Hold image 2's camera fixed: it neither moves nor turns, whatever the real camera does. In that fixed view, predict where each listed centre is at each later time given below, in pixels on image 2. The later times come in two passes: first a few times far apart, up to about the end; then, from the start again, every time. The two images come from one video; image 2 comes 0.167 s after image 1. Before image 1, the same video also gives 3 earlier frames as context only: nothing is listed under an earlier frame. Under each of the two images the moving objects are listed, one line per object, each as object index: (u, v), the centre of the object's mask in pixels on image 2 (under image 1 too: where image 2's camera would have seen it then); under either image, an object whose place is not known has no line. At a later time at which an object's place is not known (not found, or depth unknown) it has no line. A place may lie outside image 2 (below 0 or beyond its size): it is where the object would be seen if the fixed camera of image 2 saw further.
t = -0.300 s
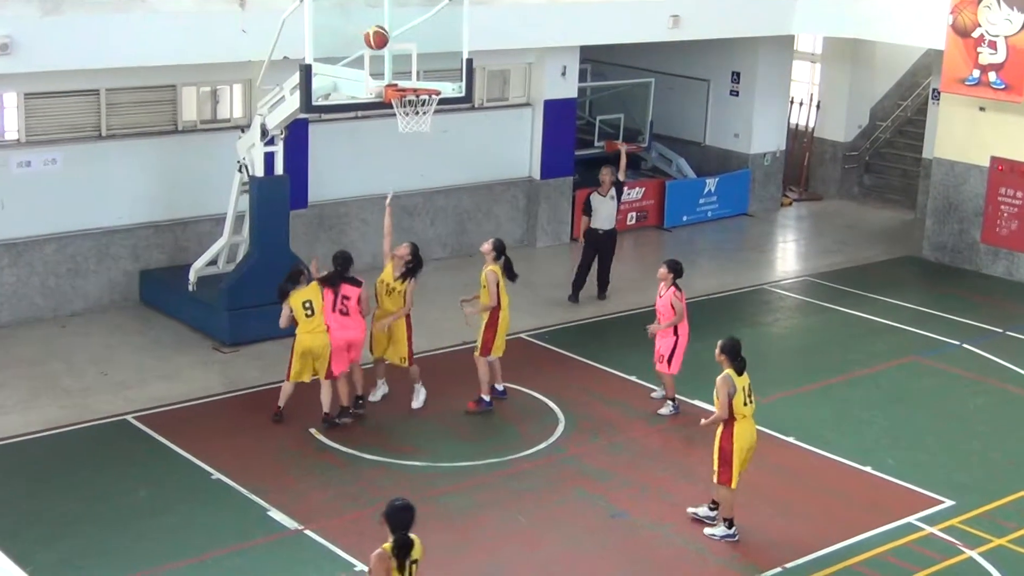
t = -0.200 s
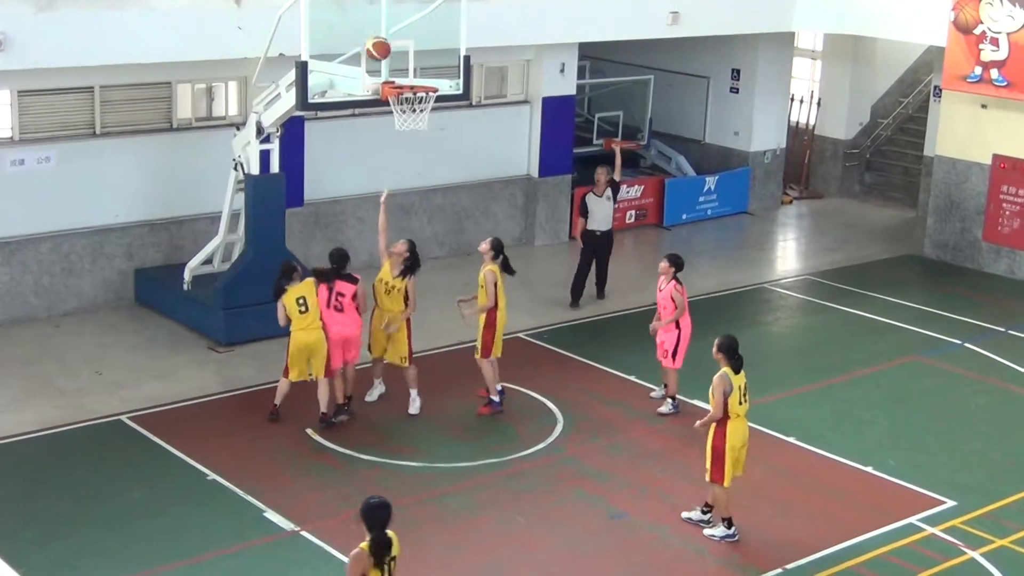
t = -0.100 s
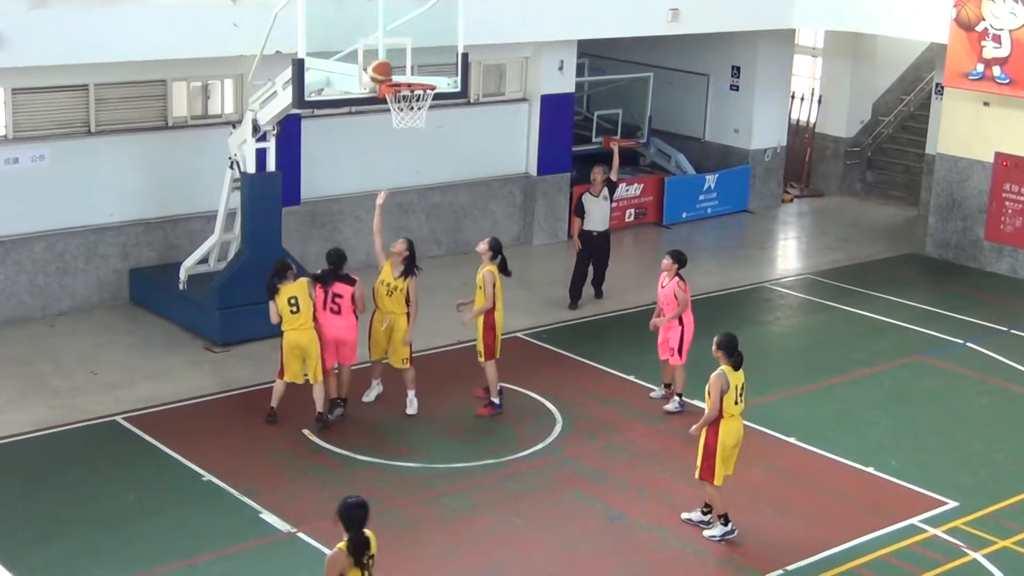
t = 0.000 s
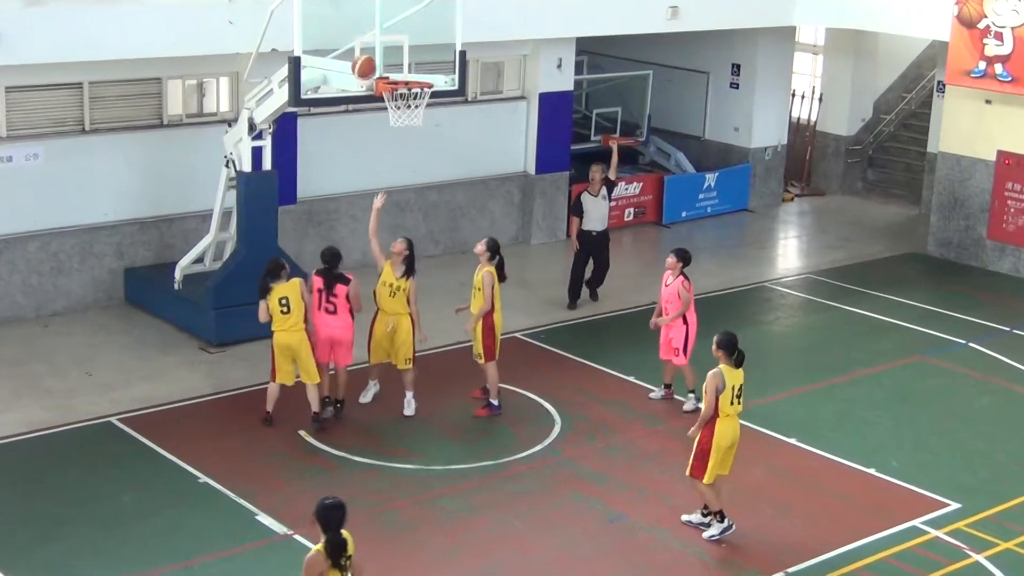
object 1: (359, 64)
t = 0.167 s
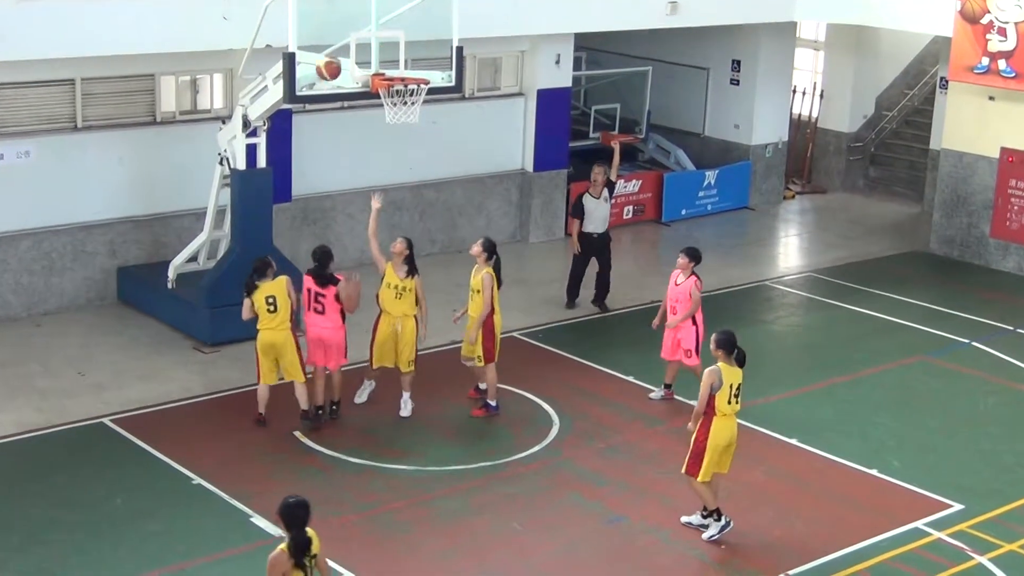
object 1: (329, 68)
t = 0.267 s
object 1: (310, 85)
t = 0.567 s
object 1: (252, 206)
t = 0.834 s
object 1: (203, 396)
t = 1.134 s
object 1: (153, 307)
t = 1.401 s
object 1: (110, 235)
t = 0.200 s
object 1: (322, 72)
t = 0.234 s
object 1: (316, 78)
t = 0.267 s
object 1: (310, 85)
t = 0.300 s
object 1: (303, 94)
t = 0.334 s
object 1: (297, 103)
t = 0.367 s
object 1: (290, 114)
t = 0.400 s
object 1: (283, 126)
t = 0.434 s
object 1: (277, 139)
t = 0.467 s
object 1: (272, 154)
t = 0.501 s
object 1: (264, 171)
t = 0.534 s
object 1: (258, 187)
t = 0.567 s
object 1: (252, 206)
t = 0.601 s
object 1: (246, 226)
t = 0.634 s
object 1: (240, 247)
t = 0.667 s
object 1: (234, 268)
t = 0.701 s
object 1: (228, 291)
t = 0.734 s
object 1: (222, 316)
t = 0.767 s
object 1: (215, 340)
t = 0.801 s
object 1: (209, 369)
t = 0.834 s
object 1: (203, 396)
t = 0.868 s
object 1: (197, 422)
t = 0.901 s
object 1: (191, 428)
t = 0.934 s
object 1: (185, 409)
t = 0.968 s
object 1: (182, 389)
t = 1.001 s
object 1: (176, 371)
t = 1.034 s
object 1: (171, 353)
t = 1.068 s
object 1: (164, 337)
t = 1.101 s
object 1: (159, 322)
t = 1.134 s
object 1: (153, 307)
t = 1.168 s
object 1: (148, 294)
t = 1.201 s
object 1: (142, 282)
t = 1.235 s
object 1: (136, 271)
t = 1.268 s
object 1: (131, 262)
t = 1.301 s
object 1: (125, 254)
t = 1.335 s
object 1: (120, 246)
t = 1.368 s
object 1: (115, 240)
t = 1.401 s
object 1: (110, 235)
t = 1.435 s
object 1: (104, 231)
